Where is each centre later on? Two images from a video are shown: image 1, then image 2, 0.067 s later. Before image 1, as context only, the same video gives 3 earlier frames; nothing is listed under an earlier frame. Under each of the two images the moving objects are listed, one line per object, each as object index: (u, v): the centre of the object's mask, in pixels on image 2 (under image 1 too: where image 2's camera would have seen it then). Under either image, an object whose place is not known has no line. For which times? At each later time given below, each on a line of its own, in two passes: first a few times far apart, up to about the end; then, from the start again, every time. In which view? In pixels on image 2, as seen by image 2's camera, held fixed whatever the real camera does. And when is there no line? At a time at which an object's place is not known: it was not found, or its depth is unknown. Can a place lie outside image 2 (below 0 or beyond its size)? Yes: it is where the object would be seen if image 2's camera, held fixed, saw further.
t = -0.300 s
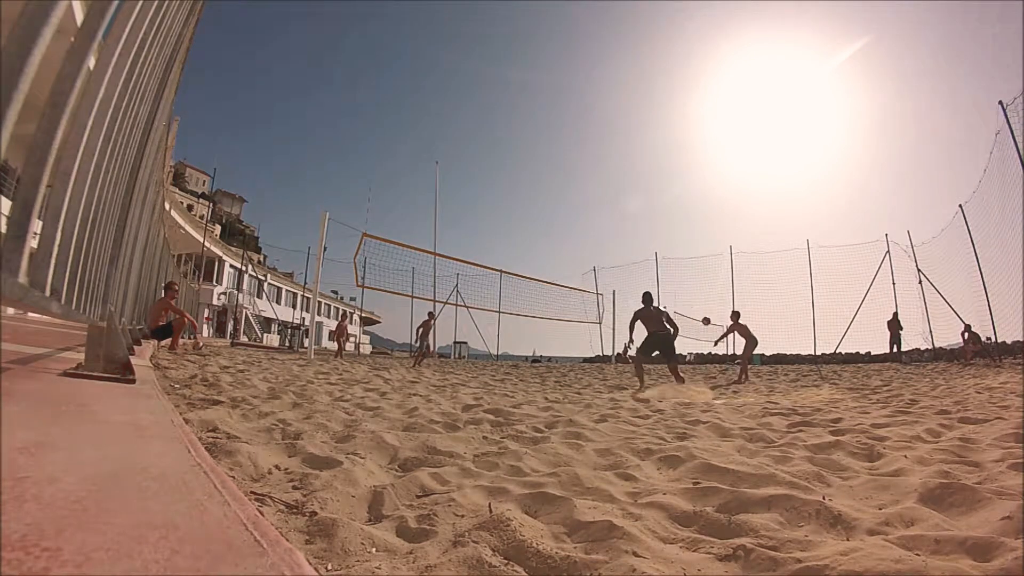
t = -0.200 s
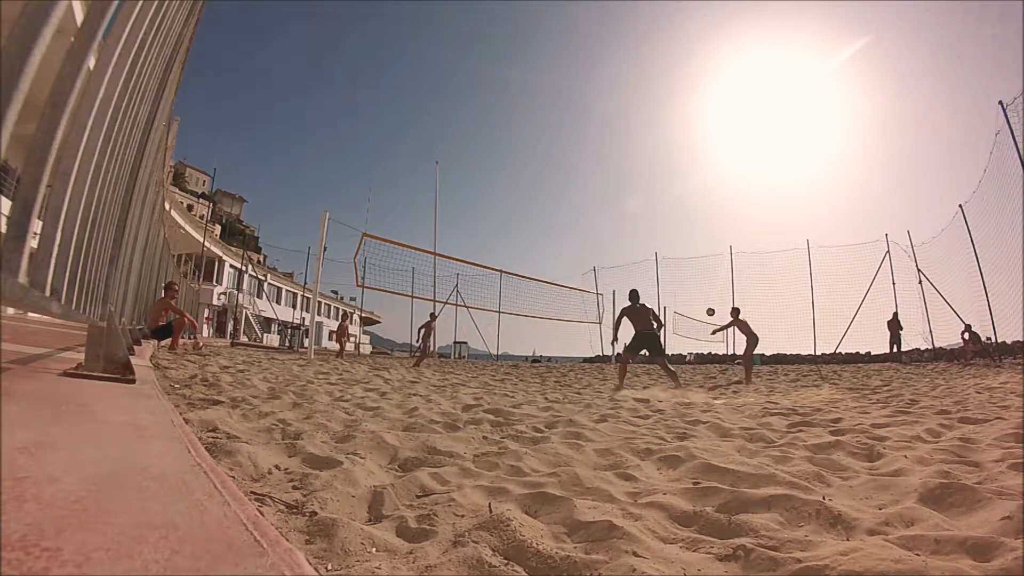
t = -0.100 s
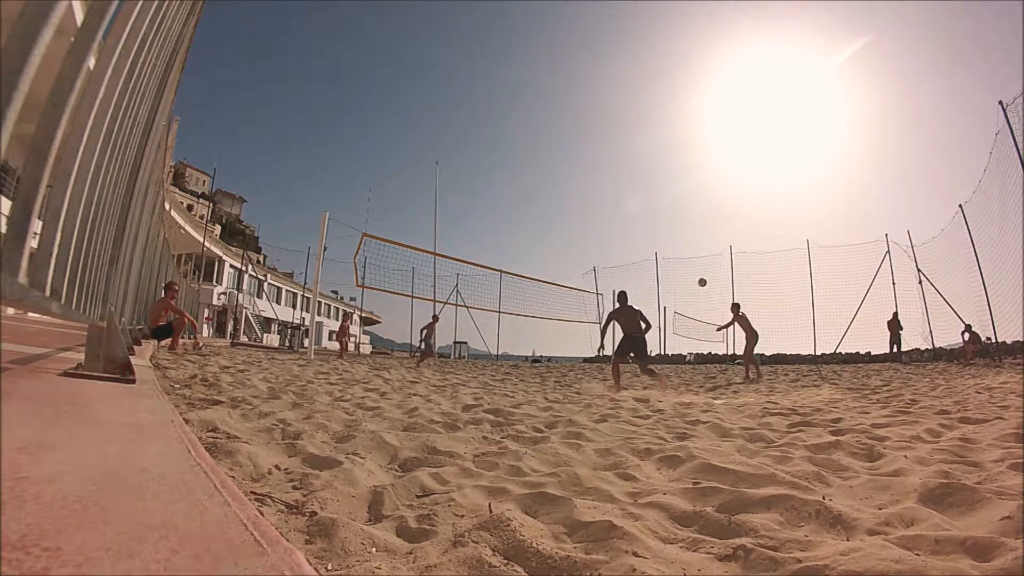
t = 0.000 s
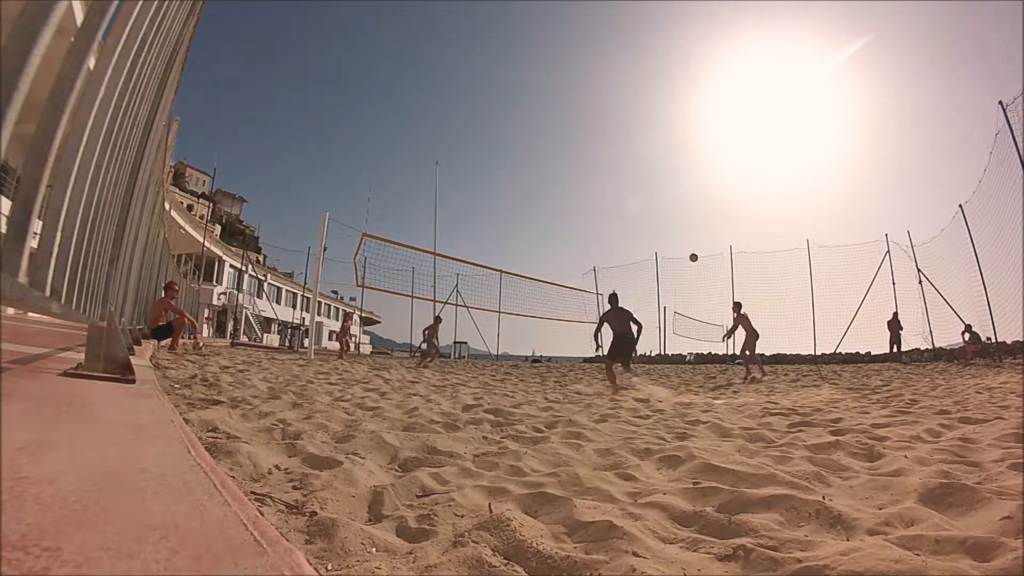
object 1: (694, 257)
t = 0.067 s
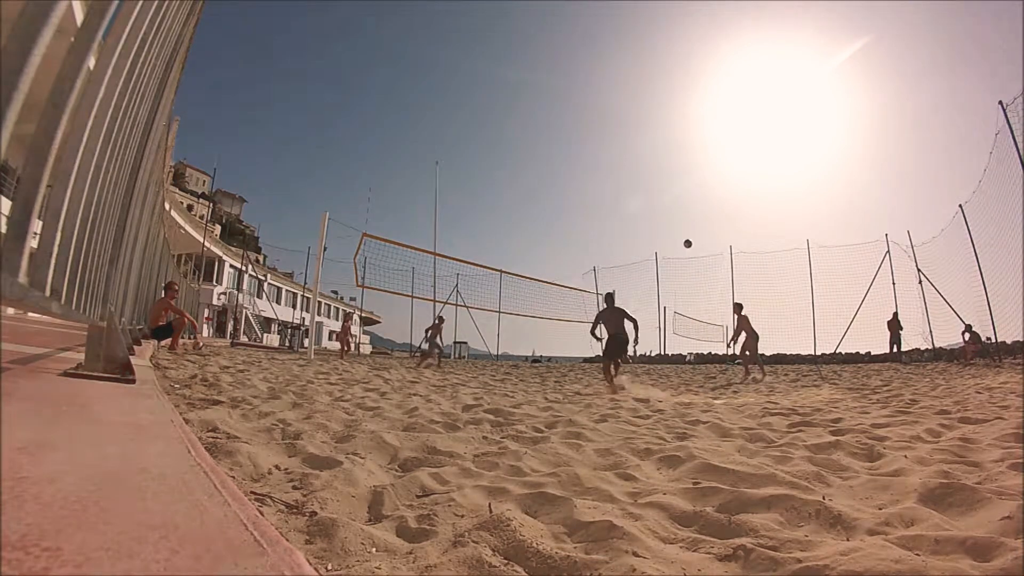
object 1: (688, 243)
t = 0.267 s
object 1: (671, 213)
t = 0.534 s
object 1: (650, 198)
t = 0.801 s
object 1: (629, 210)
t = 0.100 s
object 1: (685, 237)
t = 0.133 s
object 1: (682, 231)
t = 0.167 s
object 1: (679, 226)
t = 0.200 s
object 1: (676, 221)
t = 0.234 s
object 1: (673, 217)
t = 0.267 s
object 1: (671, 213)
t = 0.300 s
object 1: (668, 209)
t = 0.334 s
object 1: (665, 206)
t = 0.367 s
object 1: (663, 204)
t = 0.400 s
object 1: (660, 202)
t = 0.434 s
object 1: (657, 200)
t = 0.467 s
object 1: (655, 199)
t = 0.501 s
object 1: (652, 198)
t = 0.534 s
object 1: (650, 198)
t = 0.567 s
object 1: (647, 197)
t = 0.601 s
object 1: (645, 198)
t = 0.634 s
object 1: (642, 199)
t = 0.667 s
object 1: (639, 200)
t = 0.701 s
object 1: (637, 202)
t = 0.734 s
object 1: (634, 204)
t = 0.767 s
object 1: (632, 207)
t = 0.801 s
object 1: (629, 210)
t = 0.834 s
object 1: (627, 213)
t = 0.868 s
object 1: (624, 218)
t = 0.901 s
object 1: (621, 222)
